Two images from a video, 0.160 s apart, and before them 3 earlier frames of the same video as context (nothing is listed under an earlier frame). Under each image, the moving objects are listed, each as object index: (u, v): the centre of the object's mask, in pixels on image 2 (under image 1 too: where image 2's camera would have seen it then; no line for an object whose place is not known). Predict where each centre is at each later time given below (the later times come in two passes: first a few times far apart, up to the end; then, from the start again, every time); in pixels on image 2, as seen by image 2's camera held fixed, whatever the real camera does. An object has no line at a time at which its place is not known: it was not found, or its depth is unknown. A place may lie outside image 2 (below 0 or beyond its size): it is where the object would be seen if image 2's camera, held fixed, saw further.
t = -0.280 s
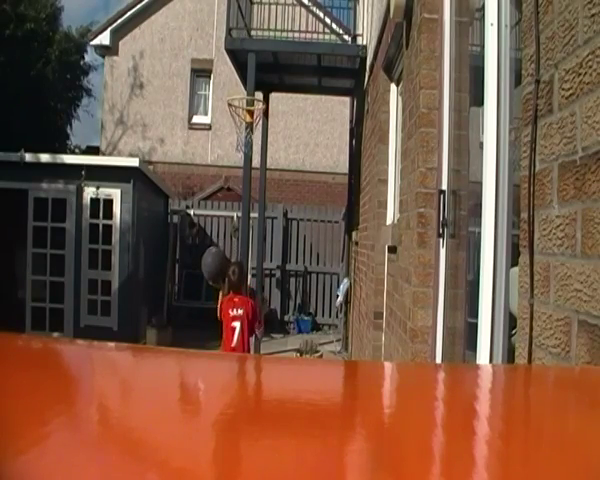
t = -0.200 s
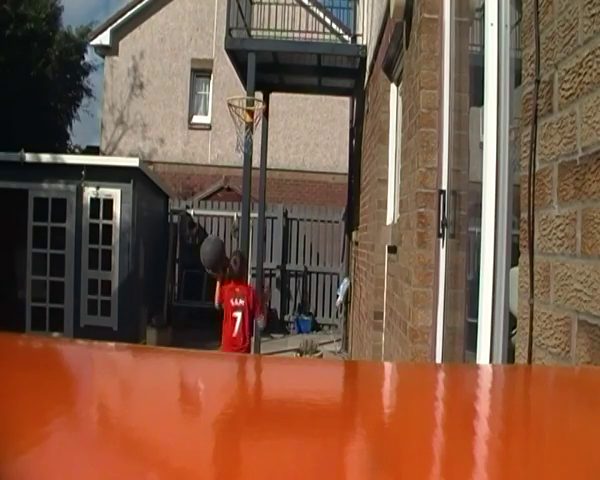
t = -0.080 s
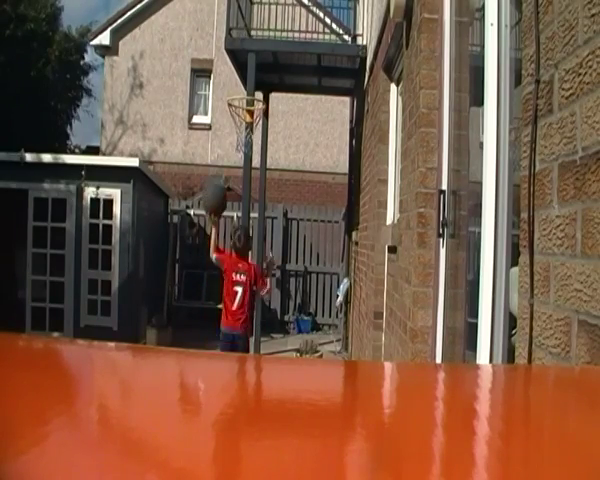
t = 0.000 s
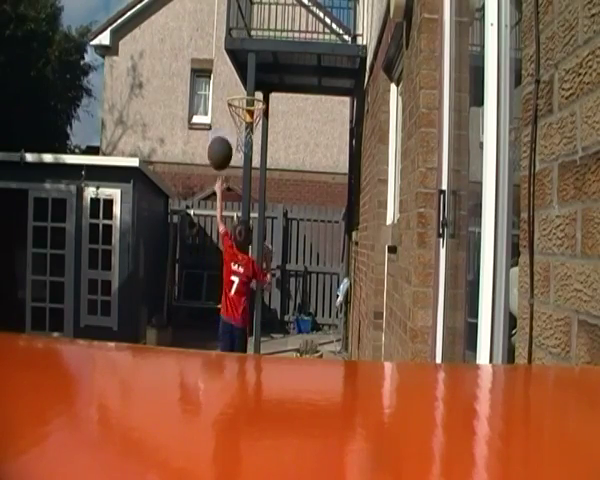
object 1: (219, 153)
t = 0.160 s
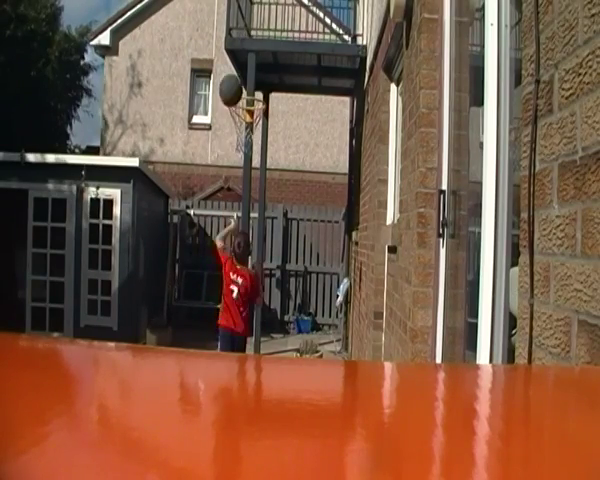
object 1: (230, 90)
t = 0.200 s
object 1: (233, 80)
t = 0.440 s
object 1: (245, 69)
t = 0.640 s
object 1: (253, 102)
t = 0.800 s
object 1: (261, 145)
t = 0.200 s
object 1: (233, 80)
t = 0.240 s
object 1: (235, 73)
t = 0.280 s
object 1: (237, 68)
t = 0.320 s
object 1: (239, 66)
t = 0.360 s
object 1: (241, 66)
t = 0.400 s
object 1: (243, 67)
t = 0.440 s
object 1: (245, 69)
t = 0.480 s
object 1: (246, 74)
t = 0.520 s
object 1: (247, 82)
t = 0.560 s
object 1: (248, 91)
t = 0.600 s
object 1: (250, 96)
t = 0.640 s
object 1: (253, 102)
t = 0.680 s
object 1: (254, 110)
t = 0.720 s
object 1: (256, 120)
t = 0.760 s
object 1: (258, 131)
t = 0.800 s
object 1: (261, 145)
